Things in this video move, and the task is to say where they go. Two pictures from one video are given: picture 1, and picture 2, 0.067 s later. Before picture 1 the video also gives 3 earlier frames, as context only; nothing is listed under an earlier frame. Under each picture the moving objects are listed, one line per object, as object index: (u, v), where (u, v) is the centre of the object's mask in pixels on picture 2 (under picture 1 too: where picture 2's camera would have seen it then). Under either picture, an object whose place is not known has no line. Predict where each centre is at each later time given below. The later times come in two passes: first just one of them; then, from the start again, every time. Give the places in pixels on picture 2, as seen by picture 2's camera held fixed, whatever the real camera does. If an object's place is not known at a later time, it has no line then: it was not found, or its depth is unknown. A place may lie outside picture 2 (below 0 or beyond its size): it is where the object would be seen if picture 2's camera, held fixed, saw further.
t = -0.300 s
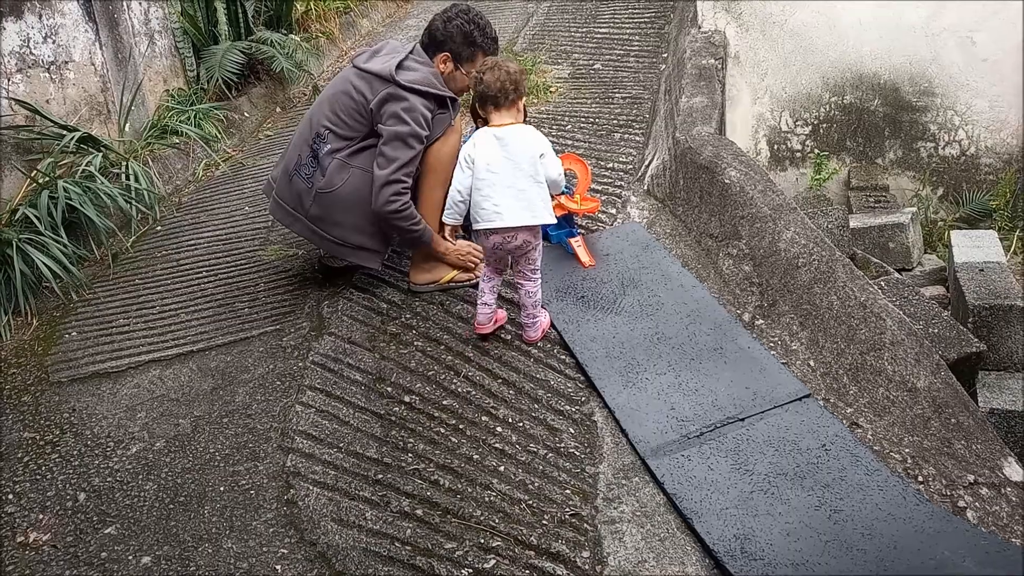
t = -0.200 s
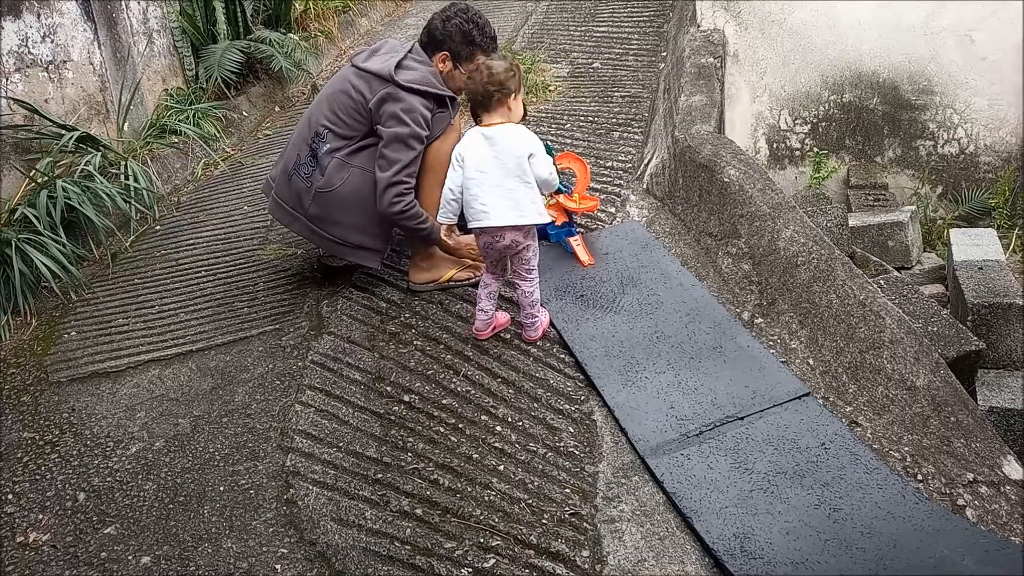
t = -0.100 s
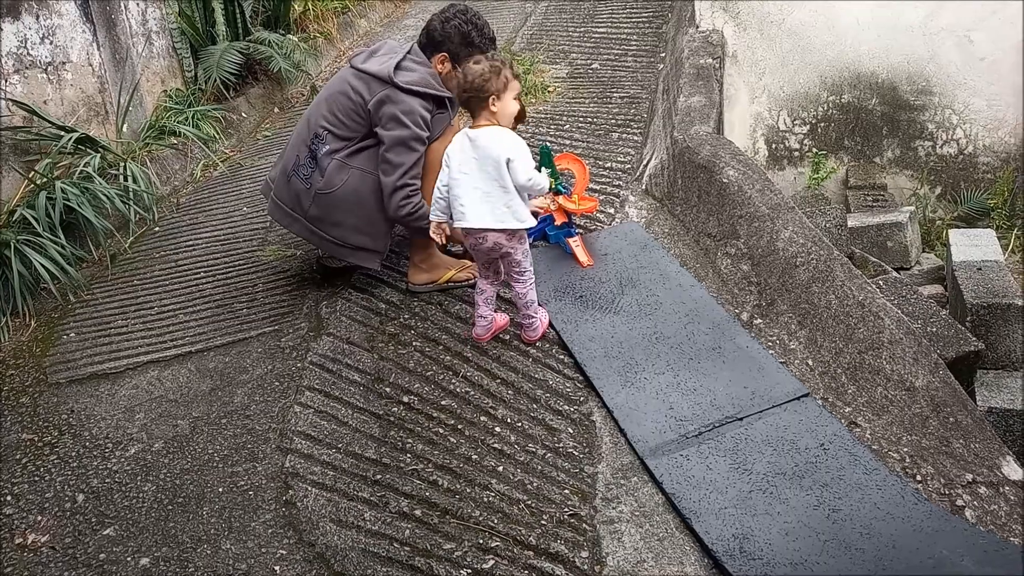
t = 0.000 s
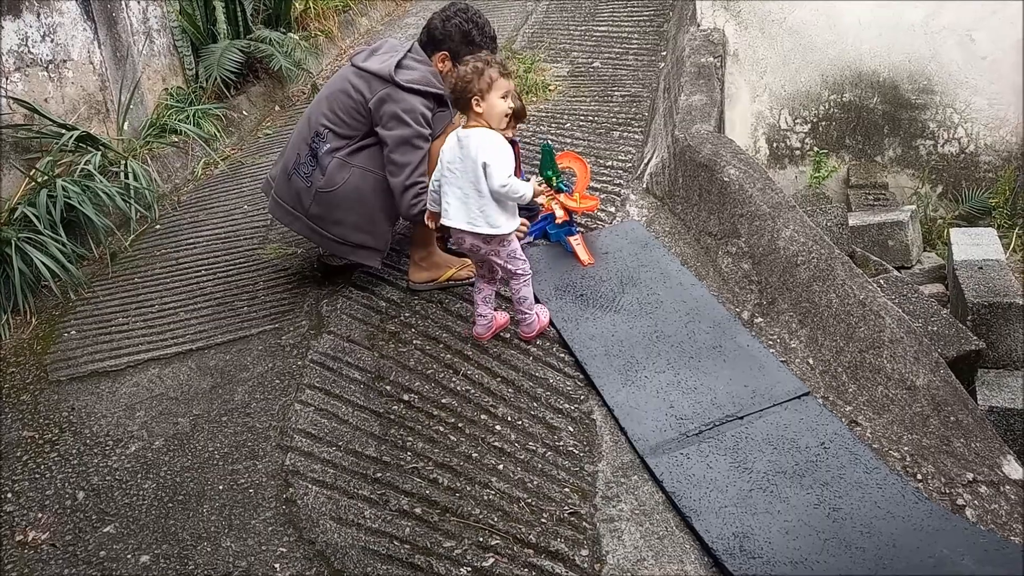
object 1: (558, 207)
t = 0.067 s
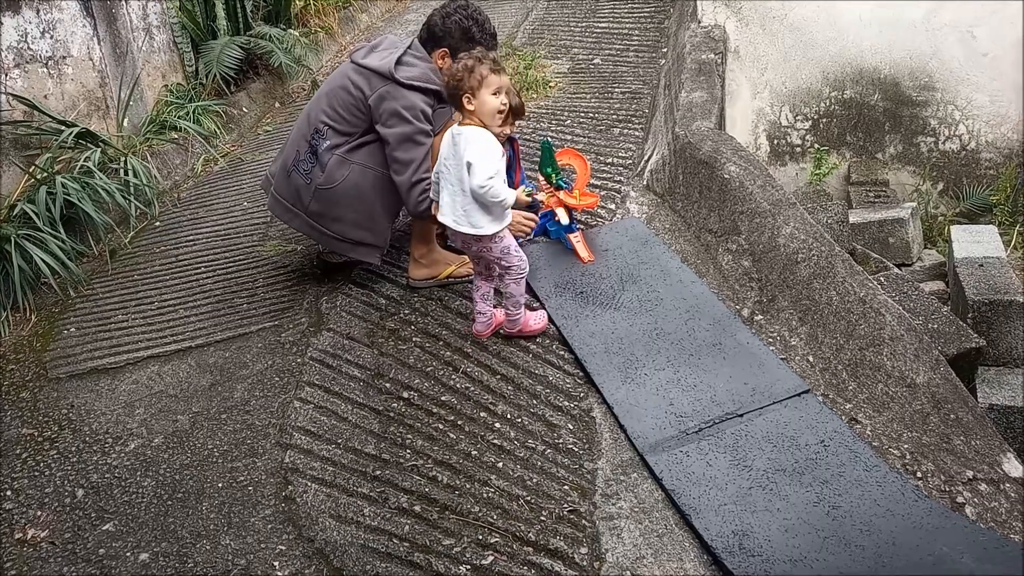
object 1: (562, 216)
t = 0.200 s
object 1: (575, 252)
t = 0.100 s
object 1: (566, 224)
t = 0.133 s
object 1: (569, 231)
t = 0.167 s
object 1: (572, 240)
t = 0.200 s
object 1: (575, 252)
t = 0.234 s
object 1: (579, 261)
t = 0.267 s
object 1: (581, 265)
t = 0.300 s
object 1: (583, 271)
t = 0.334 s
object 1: (584, 275)
